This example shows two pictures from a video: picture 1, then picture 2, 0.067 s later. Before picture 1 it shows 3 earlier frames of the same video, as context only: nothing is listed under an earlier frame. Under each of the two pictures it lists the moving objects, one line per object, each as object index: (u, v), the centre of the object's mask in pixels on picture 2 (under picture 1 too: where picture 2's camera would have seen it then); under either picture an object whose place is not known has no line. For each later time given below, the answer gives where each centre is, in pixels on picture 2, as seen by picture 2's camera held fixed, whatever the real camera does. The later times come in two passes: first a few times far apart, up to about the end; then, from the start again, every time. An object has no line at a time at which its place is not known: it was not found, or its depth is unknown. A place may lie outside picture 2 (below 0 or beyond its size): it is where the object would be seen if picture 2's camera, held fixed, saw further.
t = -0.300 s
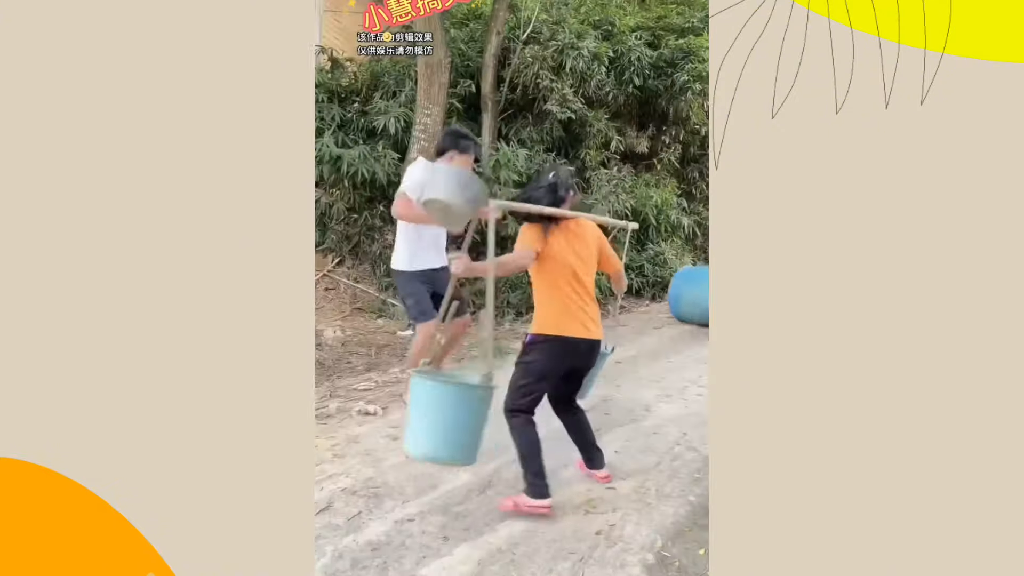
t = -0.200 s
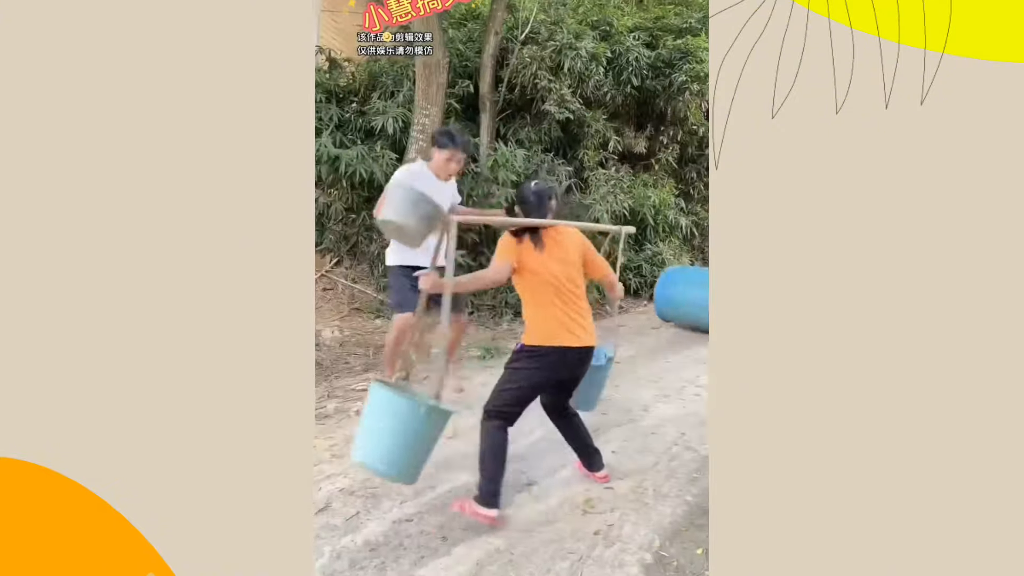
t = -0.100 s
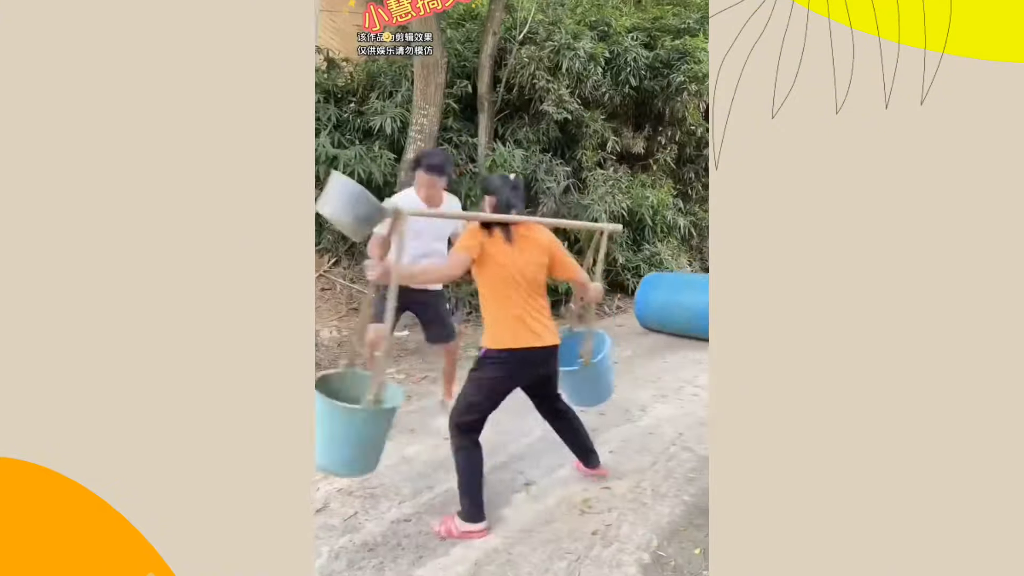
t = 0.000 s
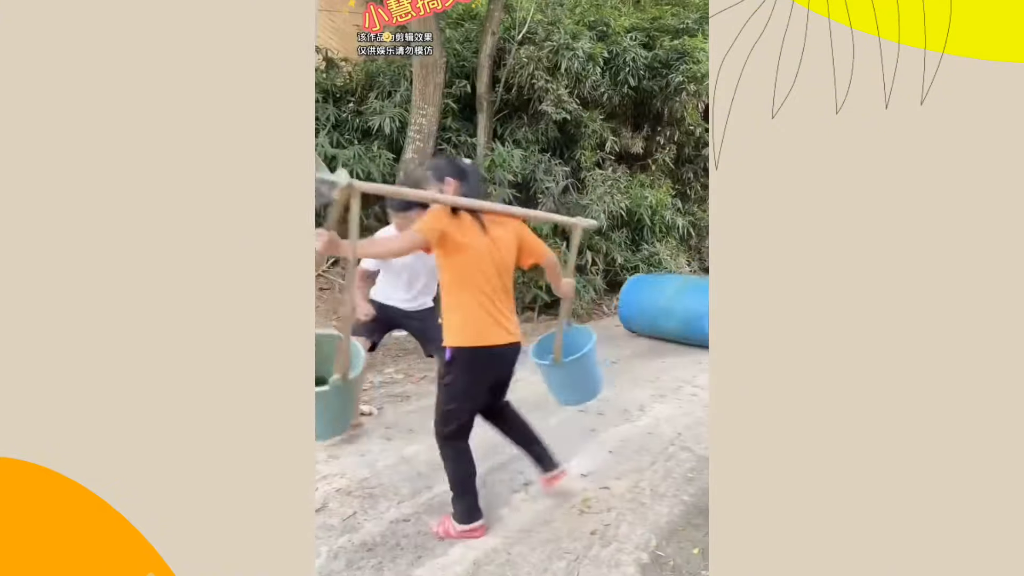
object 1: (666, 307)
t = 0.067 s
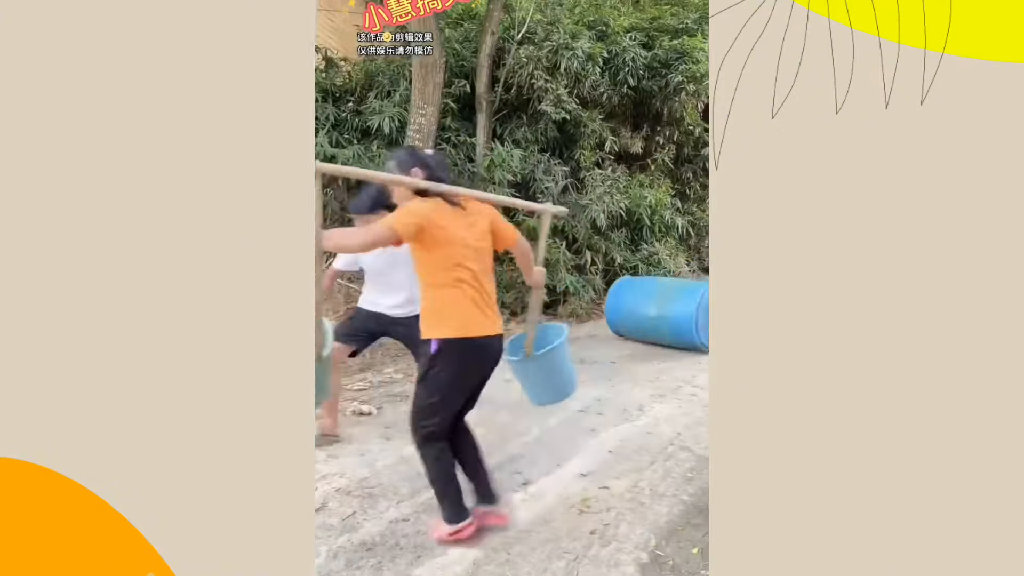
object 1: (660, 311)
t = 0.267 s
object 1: (637, 321)
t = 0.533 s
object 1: (584, 336)
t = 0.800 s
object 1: (518, 351)
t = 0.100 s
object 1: (658, 313)
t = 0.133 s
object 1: (656, 314)
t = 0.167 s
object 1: (652, 317)
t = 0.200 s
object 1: (649, 319)
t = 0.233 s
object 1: (641, 320)
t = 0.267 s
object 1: (637, 321)
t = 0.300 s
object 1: (632, 323)
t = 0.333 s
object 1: (624, 326)
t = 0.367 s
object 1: (619, 328)
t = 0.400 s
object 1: (610, 330)
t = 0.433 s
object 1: (605, 330)
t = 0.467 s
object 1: (599, 332)
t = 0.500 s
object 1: (590, 335)
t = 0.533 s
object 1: (584, 336)
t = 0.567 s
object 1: (574, 337)
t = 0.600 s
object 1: (567, 339)
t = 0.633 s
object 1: (561, 341)
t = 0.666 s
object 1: (551, 343)
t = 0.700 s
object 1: (544, 345)
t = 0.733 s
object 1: (533, 348)
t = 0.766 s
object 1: (526, 350)
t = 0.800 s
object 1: (518, 351)
